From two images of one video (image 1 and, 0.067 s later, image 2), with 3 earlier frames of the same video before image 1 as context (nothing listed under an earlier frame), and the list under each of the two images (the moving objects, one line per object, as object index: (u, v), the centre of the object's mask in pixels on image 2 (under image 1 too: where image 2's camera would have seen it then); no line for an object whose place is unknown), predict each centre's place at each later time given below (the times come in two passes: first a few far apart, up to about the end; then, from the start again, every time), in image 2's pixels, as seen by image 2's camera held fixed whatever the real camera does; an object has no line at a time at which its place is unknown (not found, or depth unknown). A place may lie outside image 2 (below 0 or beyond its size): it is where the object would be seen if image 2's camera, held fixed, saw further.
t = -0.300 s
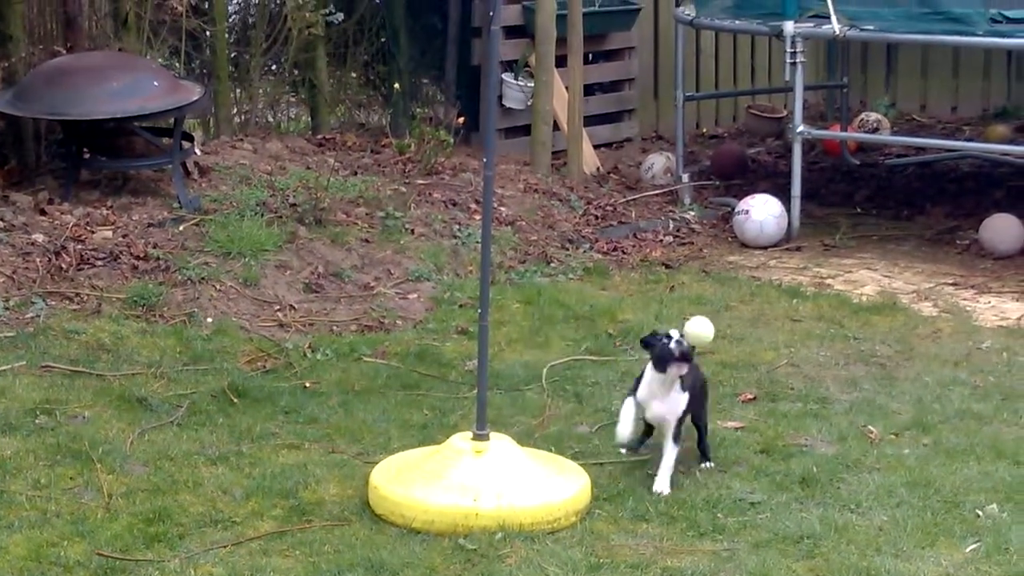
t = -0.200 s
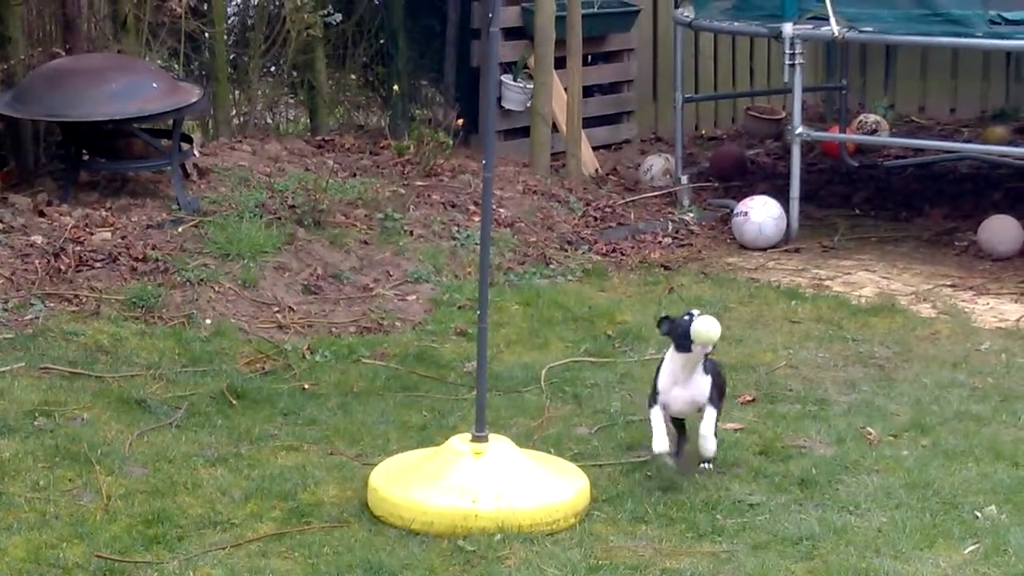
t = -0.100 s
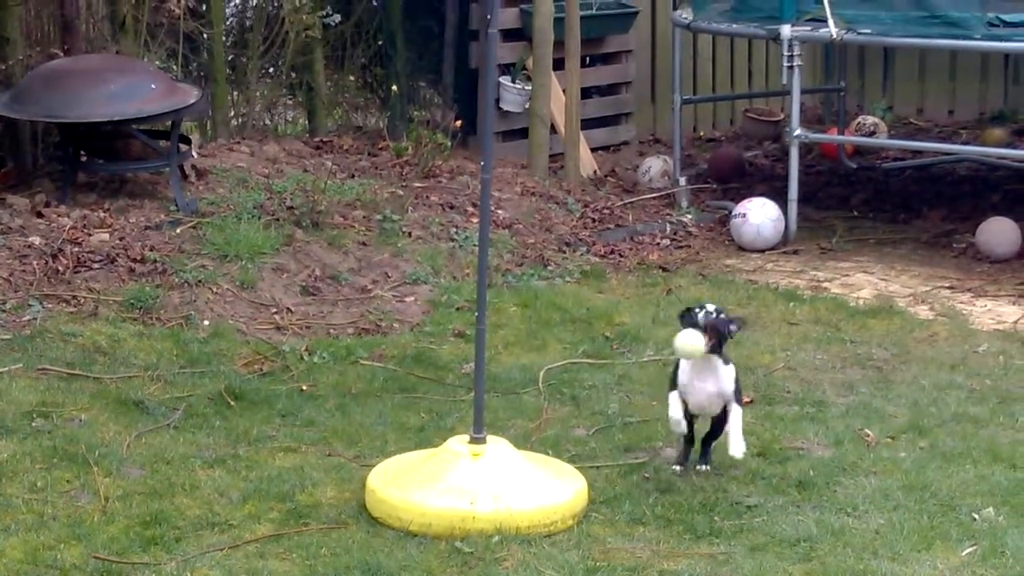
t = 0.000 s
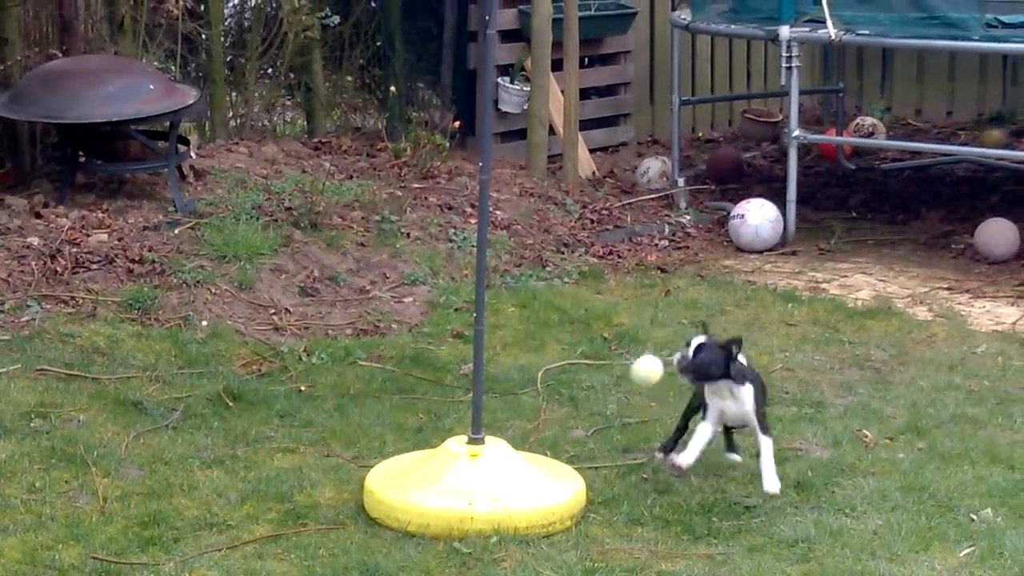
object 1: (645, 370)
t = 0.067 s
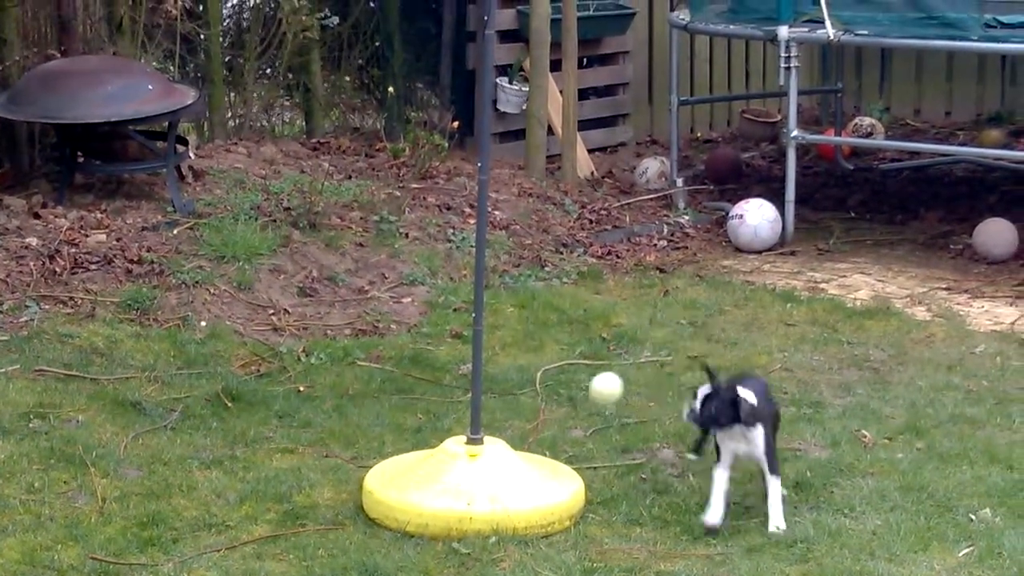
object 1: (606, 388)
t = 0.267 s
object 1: (454, 406)
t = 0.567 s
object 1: (324, 339)
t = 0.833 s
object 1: (385, 340)
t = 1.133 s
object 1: (566, 365)
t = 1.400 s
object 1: (632, 349)
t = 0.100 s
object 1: (582, 395)
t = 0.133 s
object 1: (557, 402)
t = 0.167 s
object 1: (532, 406)
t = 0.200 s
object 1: (506, 408)
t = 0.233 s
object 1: (480, 408)
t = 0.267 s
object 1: (454, 406)
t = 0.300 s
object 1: (429, 402)
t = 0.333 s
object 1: (407, 395)
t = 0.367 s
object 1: (386, 387)
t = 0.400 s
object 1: (369, 379)
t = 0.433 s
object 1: (355, 370)
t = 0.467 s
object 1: (343, 361)
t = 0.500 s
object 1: (334, 353)
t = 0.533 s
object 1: (328, 345)
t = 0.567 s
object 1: (324, 339)
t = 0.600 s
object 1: (323, 334)
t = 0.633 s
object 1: (325, 330)
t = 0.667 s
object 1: (329, 329)
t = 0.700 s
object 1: (336, 328)
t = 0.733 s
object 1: (345, 329)
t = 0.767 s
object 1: (356, 332)
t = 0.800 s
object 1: (370, 336)
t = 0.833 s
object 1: (385, 340)
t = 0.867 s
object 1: (402, 345)
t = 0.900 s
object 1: (421, 350)
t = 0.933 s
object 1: (441, 355)
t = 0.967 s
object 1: (460, 359)
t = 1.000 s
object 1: (490, 363)
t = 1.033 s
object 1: (506, 365)
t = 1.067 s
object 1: (526, 366)
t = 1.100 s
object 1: (547, 366)
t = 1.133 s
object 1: (566, 365)
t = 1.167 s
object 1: (583, 363)
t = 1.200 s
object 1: (598, 360)
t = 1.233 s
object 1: (610, 357)
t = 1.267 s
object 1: (620, 354)
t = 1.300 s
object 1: (627, 351)
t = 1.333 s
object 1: (631, 350)
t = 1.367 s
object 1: (633, 349)
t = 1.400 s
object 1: (632, 349)
